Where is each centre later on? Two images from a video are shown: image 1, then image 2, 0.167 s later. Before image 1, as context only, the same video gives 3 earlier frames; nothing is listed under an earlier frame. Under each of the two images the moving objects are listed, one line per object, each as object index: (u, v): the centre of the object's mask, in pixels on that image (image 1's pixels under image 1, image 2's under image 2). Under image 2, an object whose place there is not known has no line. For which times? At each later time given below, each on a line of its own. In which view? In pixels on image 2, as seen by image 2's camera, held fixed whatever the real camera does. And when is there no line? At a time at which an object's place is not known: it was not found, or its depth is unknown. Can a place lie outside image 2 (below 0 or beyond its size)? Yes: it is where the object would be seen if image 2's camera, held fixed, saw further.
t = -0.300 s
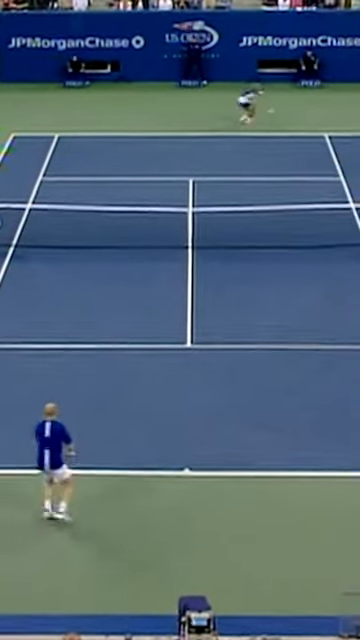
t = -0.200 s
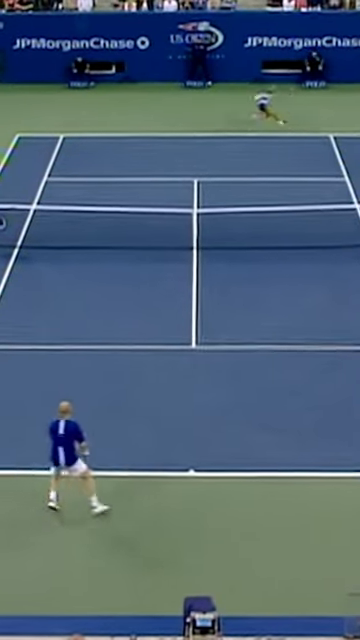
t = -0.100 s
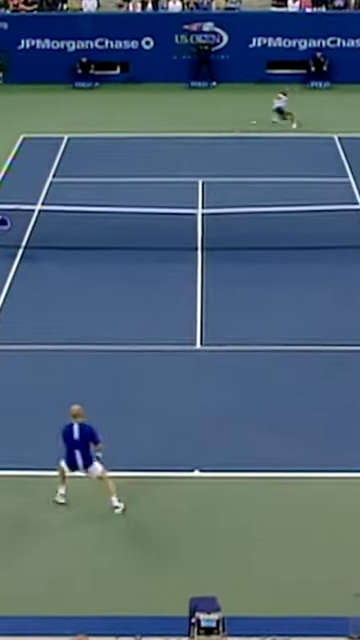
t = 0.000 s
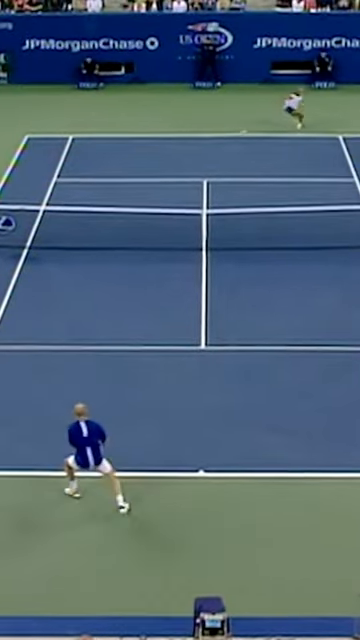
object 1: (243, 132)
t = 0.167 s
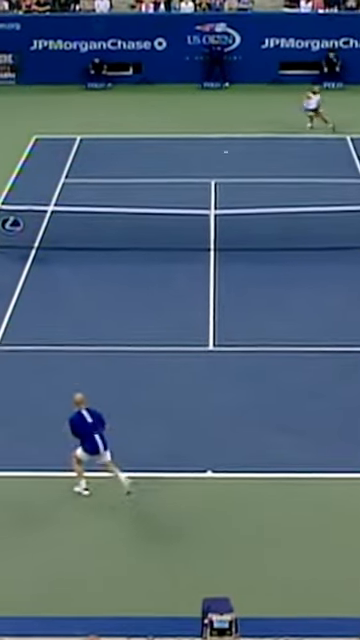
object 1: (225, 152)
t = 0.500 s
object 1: (165, 227)
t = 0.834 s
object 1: (91, 359)
